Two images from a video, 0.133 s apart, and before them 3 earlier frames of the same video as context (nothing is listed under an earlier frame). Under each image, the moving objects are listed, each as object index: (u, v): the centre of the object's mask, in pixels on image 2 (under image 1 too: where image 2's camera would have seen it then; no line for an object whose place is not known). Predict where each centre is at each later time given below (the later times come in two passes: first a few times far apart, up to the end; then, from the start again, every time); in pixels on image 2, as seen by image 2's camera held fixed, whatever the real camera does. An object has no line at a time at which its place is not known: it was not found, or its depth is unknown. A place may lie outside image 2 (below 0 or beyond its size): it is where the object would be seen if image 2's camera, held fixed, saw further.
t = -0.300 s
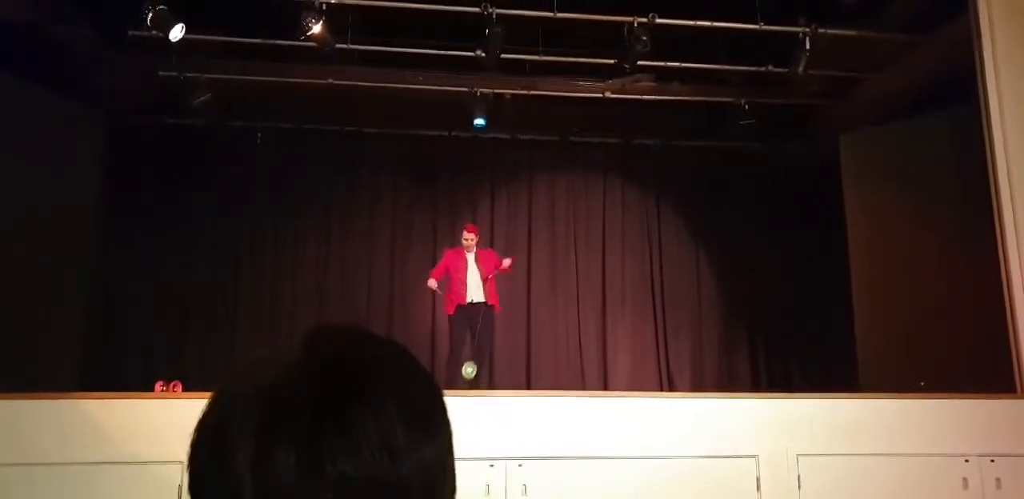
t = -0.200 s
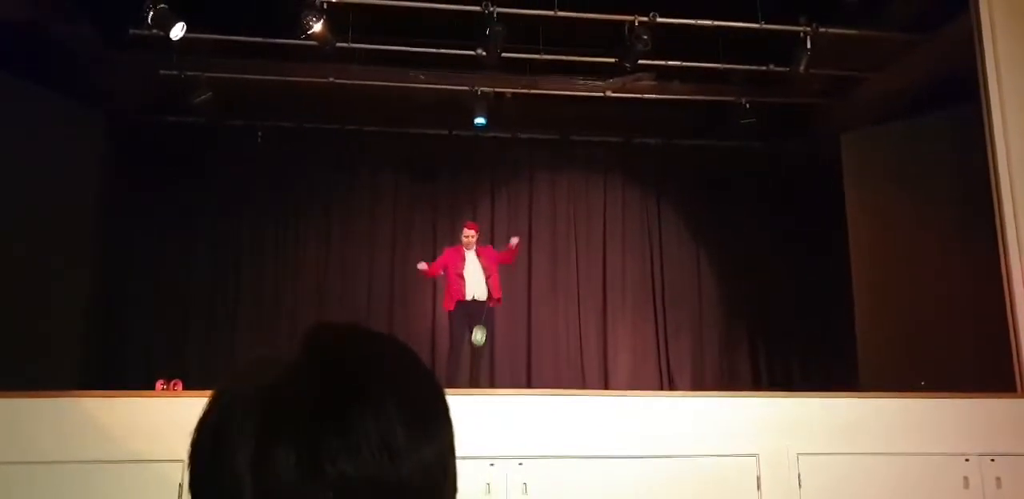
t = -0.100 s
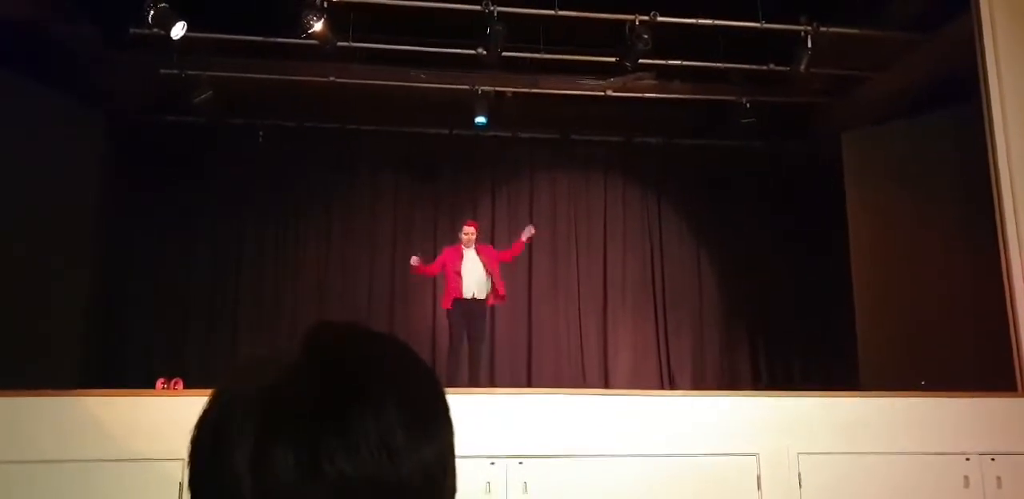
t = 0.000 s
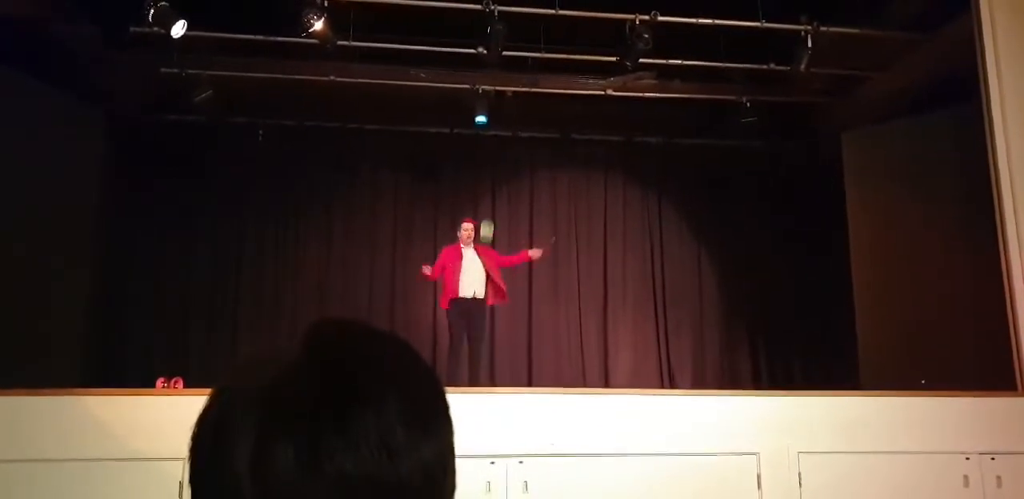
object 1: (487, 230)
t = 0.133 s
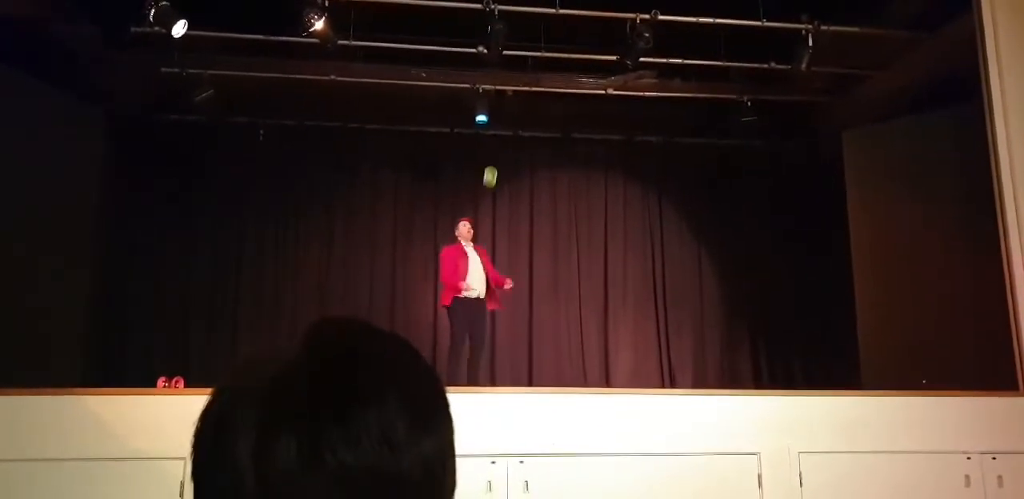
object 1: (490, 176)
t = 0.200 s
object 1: (491, 156)
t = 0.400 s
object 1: (496, 120)
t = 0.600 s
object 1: (499, 121)
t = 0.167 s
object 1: (490, 166)
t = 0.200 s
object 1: (491, 156)
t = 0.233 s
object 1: (492, 147)
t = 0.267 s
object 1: (493, 140)
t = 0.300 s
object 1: (493, 134)
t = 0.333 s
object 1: (494, 128)
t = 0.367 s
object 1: (495, 124)
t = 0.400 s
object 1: (496, 120)
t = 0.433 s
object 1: (496, 118)
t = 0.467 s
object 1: (497, 116)
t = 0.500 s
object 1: (497, 116)
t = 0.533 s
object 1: (498, 116)
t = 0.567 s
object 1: (499, 118)
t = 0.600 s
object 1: (499, 121)
